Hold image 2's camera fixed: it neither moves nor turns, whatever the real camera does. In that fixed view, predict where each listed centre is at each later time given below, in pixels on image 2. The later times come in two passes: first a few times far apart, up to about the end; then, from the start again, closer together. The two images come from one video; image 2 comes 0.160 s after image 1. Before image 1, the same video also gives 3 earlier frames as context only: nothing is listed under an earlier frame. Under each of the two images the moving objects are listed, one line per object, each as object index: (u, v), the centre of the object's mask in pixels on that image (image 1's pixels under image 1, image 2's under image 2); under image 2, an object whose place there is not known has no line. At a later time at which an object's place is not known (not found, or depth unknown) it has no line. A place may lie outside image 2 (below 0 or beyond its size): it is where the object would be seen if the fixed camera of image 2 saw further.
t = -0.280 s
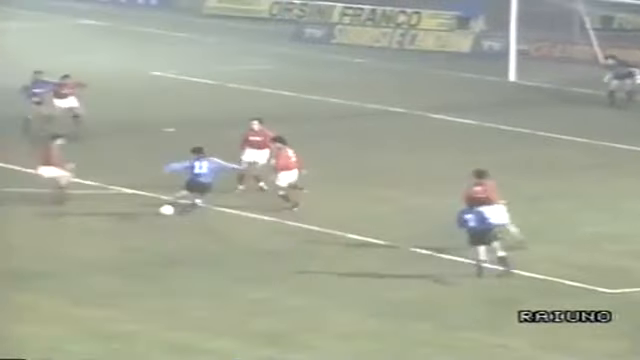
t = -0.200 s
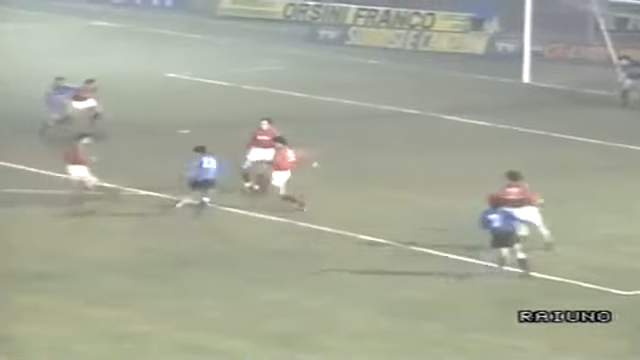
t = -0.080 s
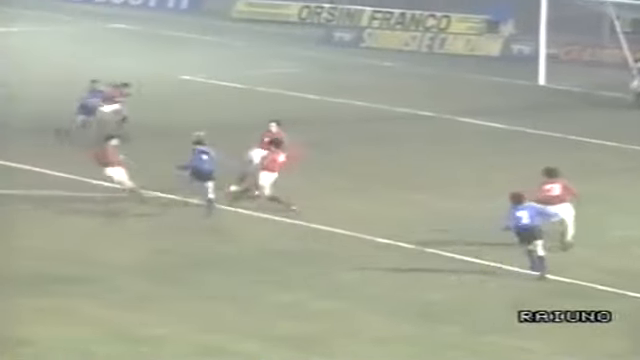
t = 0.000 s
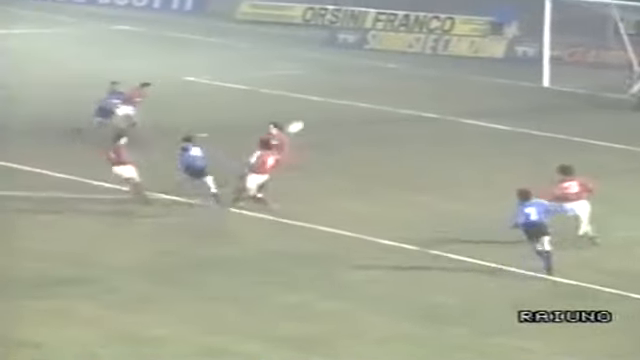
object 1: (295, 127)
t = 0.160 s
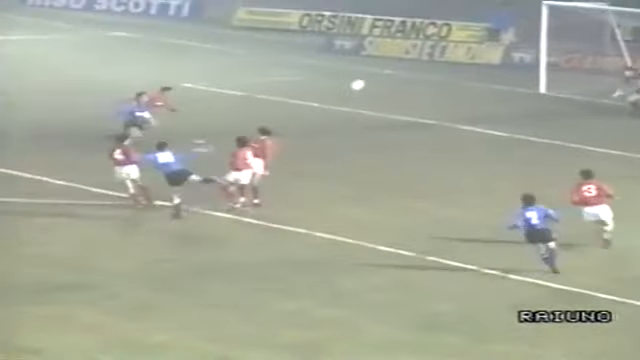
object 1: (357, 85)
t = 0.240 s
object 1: (385, 65)
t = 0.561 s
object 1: (480, 14)
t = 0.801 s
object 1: (538, -2)
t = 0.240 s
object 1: (385, 65)
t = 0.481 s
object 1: (459, 23)
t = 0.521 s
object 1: (469, 18)
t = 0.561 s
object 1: (480, 14)
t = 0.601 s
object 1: (490, 10)
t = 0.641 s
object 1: (500, 7)
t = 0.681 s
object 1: (510, 4)
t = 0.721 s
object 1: (519, 1)
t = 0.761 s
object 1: (529, 0)
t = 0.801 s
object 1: (538, -2)
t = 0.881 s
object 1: (557, -4)
